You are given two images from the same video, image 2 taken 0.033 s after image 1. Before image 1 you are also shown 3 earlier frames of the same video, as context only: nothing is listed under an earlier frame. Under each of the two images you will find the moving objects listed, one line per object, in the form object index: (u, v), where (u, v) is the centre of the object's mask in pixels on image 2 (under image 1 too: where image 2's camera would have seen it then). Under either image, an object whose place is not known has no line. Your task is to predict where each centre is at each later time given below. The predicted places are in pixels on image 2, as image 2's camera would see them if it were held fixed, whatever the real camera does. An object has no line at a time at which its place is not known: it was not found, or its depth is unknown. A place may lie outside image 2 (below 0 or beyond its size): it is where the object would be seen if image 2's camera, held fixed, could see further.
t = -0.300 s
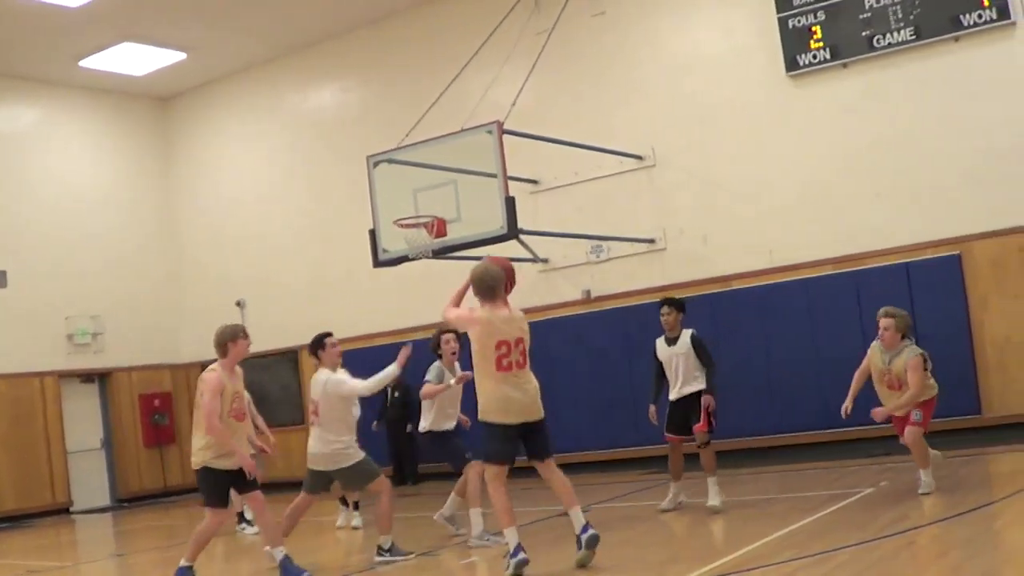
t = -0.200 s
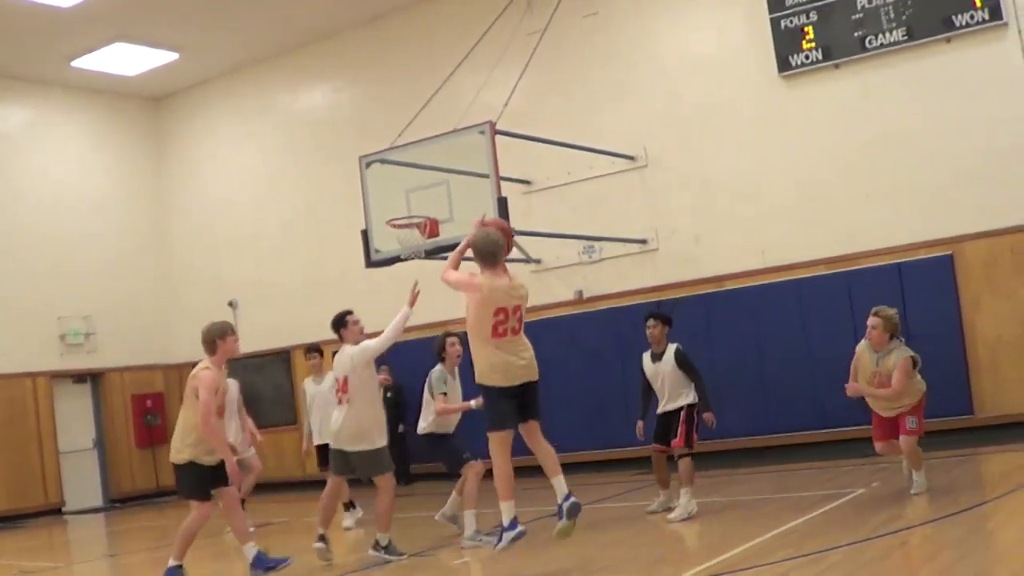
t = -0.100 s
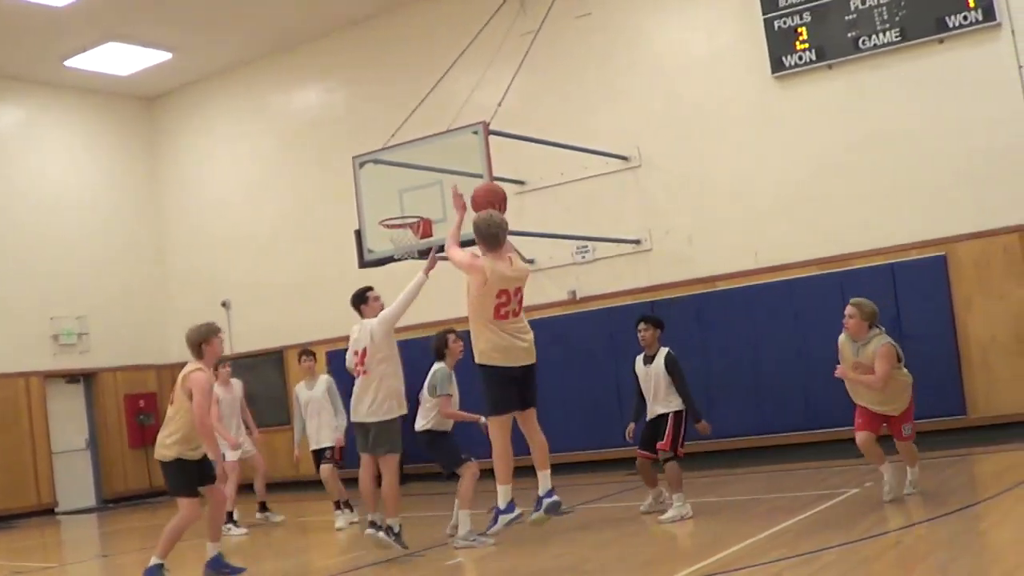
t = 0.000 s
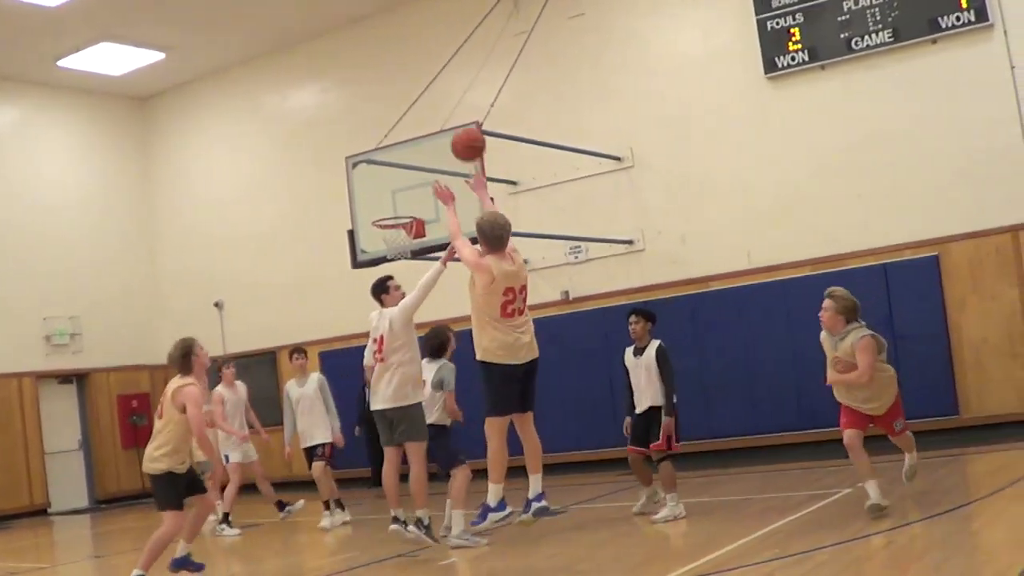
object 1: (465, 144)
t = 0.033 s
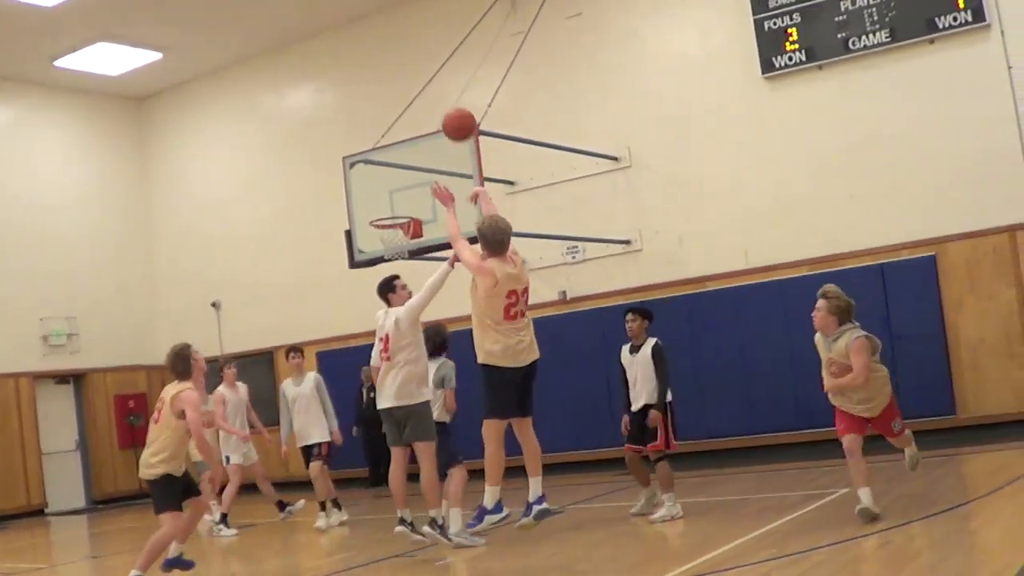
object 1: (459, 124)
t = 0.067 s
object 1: (453, 107)
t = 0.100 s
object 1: (448, 91)
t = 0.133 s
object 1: (443, 78)
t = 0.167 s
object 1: (438, 66)
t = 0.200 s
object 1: (434, 56)
